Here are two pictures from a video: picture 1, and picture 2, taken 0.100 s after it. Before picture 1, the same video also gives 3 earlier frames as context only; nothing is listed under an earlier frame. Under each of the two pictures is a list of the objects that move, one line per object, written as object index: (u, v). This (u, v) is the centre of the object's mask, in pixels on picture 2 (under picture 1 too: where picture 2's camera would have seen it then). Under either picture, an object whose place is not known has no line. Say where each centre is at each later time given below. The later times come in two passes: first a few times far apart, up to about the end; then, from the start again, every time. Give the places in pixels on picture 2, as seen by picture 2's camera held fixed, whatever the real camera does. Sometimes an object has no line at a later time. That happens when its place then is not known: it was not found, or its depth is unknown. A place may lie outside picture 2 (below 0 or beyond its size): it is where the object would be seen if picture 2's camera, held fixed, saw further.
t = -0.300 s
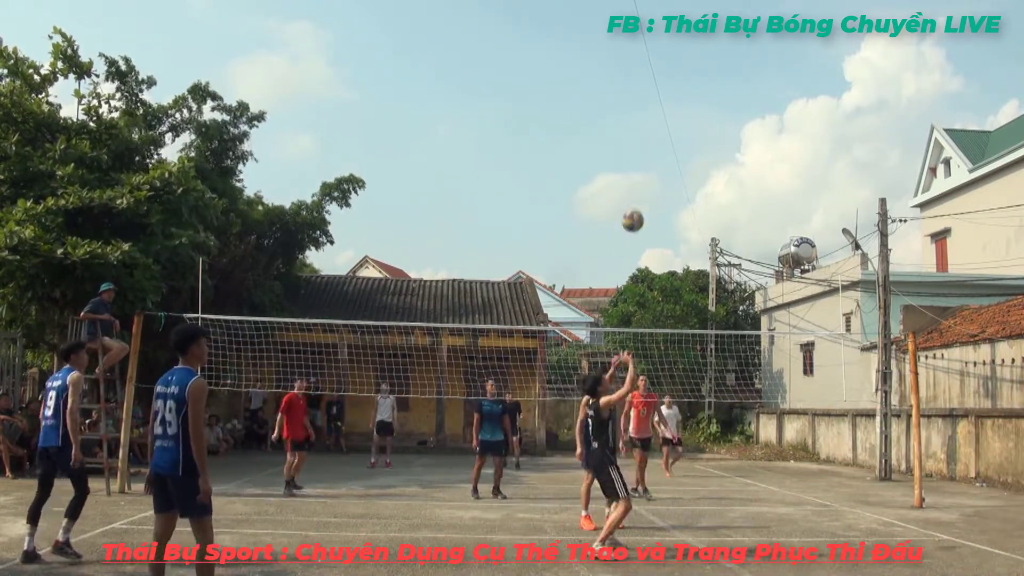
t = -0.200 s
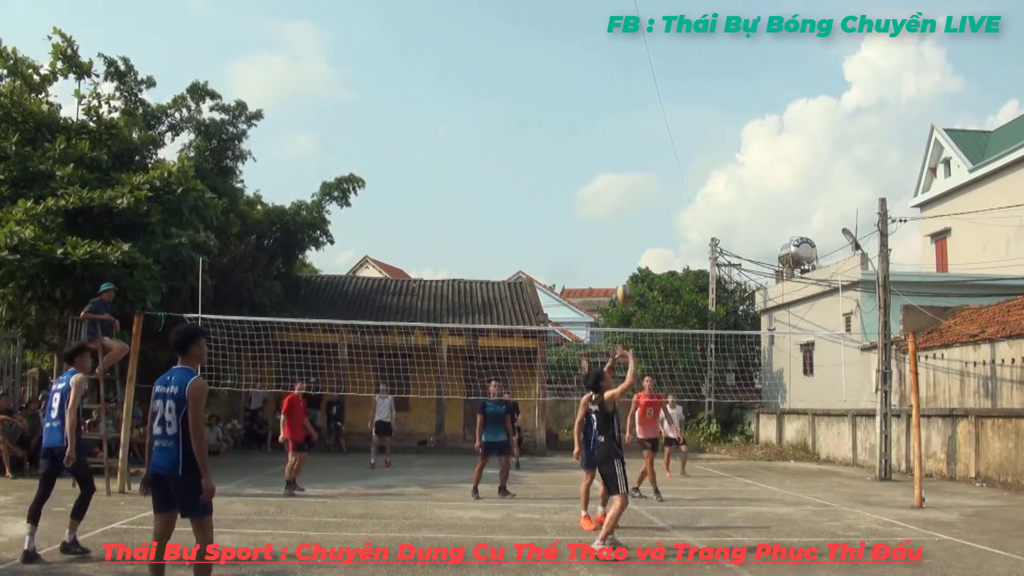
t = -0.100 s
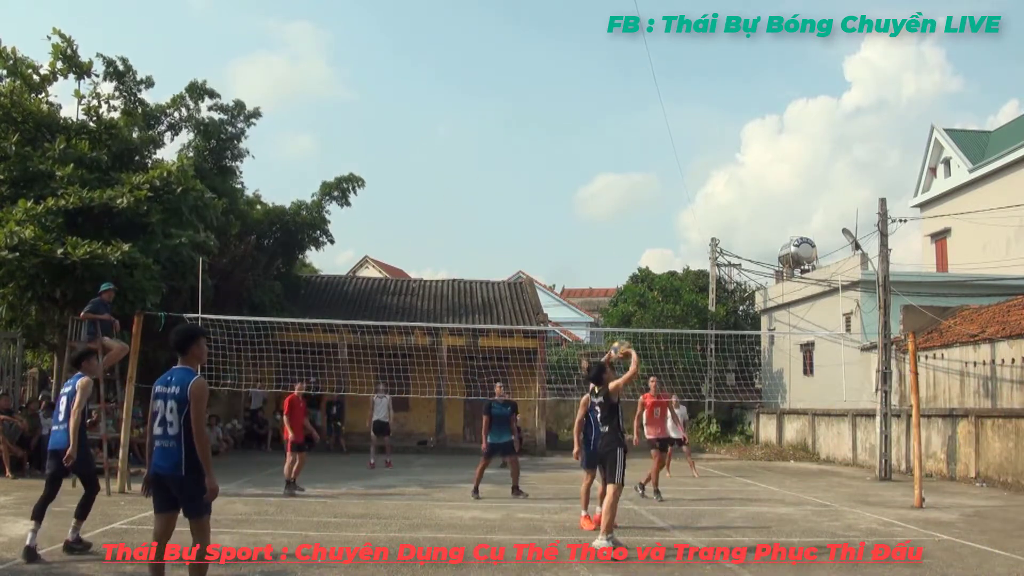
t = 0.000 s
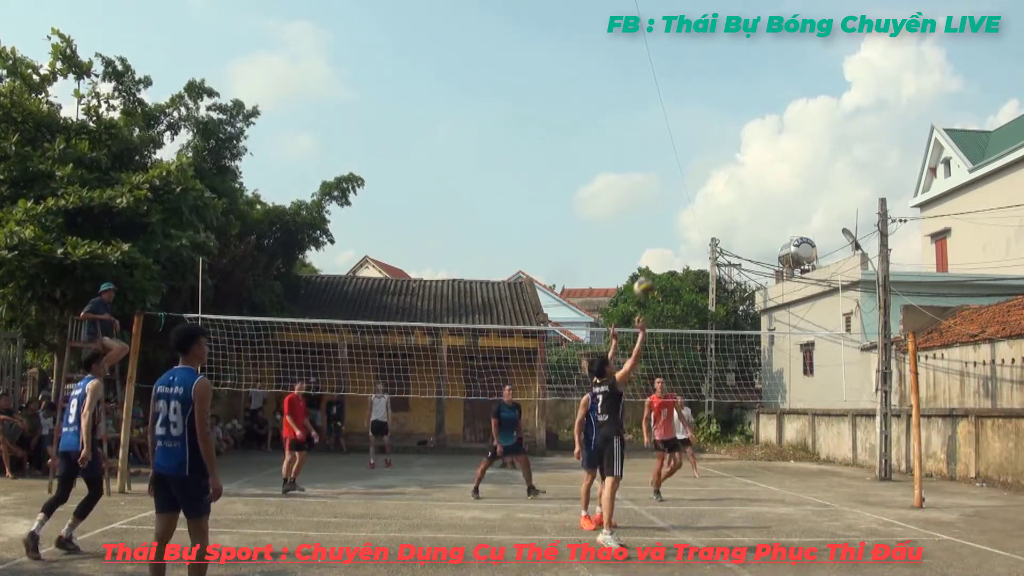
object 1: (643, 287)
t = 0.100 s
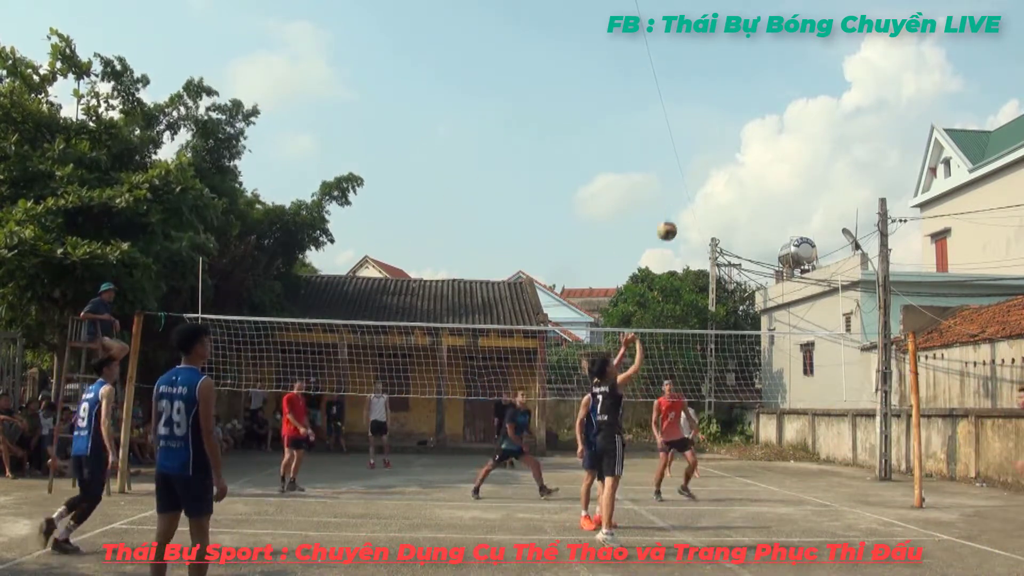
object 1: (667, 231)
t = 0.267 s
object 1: (699, 163)
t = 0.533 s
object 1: (742, 111)
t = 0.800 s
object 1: (777, 116)
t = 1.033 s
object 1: (803, 165)
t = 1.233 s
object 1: (823, 236)
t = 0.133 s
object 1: (674, 215)
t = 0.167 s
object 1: (681, 200)
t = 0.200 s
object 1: (687, 186)
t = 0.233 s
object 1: (693, 174)
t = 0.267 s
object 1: (699, 163)
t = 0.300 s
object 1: (705, 153)
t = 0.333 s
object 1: (711, 144)
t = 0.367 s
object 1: (716, 136)
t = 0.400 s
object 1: (722, 129)
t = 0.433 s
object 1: (727, 123)
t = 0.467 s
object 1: (732, 117)
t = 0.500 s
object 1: (737, 114)
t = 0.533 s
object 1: (742, 111)
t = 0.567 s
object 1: (747, 108)
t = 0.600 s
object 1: (751, 107)
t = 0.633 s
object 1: (756, 107)
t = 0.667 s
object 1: (760, 107)
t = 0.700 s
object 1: (765, 108)
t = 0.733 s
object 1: (769, 110)
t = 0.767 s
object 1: (773, 113)
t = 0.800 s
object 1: (777, 116)
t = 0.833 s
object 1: (782, 121)
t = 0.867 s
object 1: (785, 126)
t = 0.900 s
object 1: (789, 132)
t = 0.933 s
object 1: (793, 139)
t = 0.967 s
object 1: (797, 147)
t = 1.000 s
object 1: (800, 155)
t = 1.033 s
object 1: (803, 165)
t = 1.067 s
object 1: (807, 175)
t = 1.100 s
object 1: (811, 186)
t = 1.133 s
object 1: (814, 197)
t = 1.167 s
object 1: (817, 209)
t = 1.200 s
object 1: (820, 222)
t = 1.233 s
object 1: (823, 236)
